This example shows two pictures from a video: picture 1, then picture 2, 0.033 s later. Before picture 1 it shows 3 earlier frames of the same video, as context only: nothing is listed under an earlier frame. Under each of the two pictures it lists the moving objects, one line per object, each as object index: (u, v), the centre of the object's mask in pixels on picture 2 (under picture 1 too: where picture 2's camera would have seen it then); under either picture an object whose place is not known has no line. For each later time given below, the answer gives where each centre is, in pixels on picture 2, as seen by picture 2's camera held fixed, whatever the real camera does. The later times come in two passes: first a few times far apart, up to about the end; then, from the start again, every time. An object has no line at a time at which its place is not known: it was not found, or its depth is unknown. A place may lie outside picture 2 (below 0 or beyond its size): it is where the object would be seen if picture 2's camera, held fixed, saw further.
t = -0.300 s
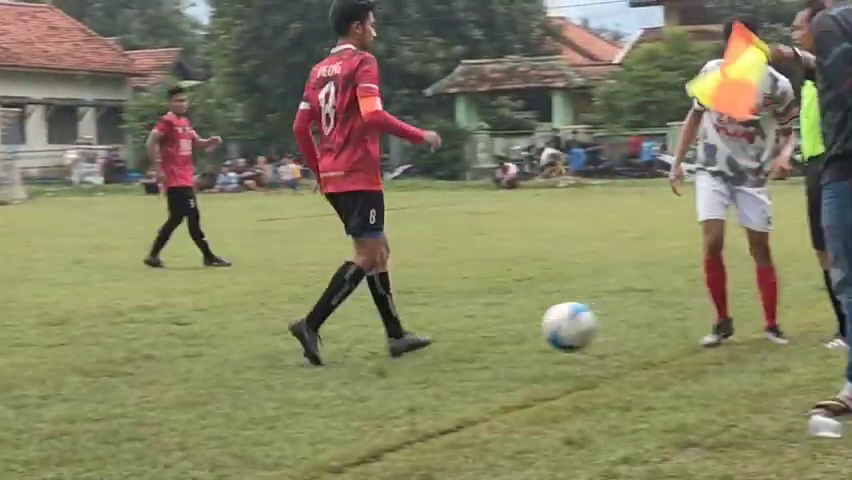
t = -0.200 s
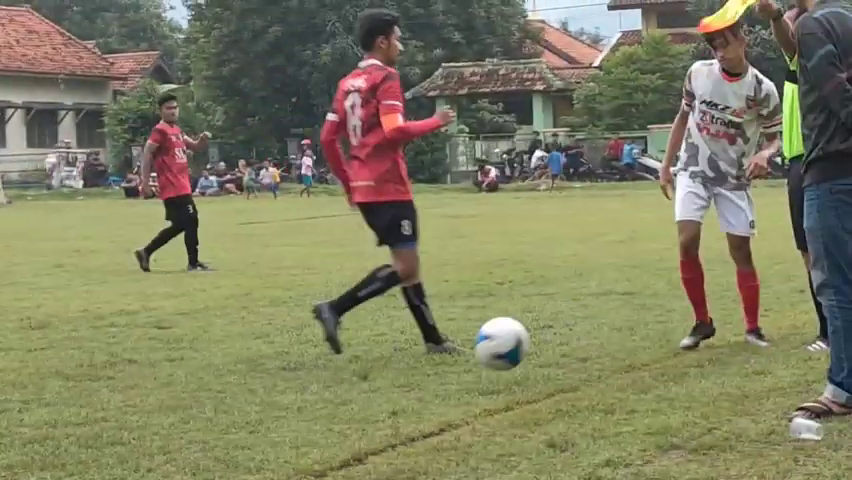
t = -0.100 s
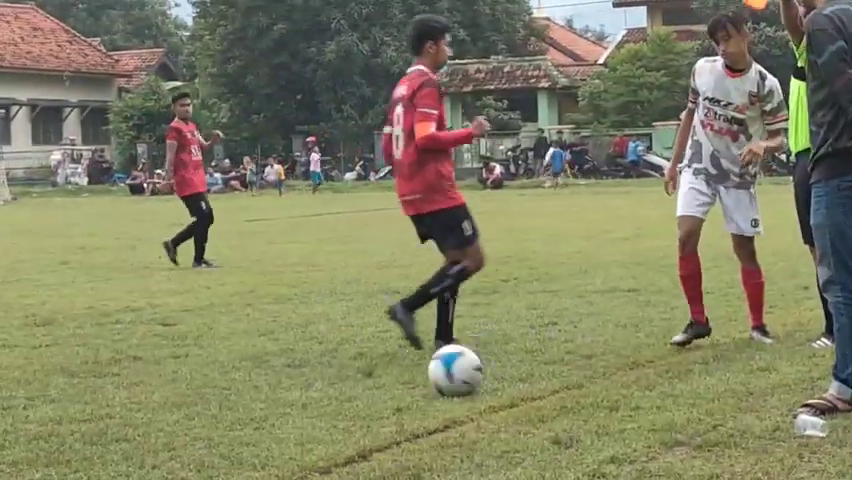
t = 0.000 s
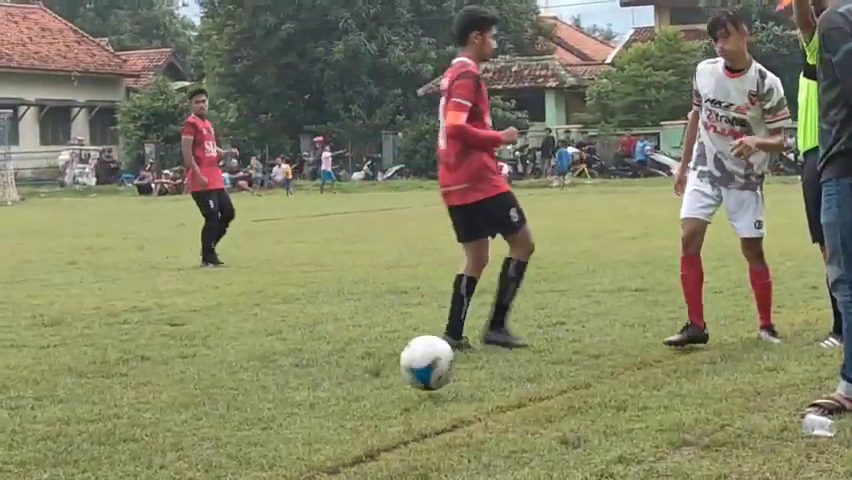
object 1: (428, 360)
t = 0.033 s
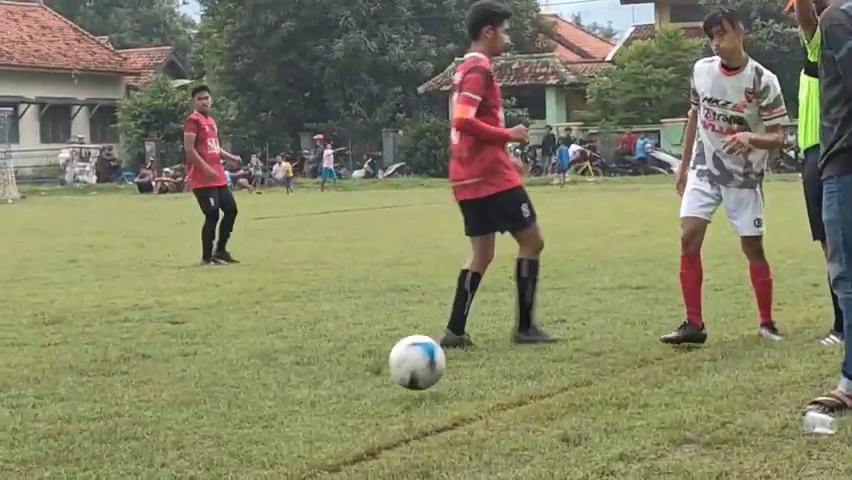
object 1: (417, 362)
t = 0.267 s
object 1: (325, 390)
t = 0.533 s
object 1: (215, 405)
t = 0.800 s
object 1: (106, 422)
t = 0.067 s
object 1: (405, 367)
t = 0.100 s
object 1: (391, 375)
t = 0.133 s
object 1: (379, 381)
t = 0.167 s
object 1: (365, 380)
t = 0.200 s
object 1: (352, 382)
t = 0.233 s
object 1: (338, 384)
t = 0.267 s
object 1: (325, 390)
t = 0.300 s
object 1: (310, 392)
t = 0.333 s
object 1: (296, 394)
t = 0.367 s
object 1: (282, 396)
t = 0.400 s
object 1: (268, 398)
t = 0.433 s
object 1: (255, 399)
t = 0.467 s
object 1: (242, 401)
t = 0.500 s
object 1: (228, 403)
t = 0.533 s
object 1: (215, 405)
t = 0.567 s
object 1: (201, 406)
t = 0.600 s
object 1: (188, 408)
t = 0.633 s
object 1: (173, 411)
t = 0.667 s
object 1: (160, 413)
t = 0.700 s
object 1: (147, 415)
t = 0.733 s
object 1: (133, 418)
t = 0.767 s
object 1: (120, 420)
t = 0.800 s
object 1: (106, 422)
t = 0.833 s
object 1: (94, 424)
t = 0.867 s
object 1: (80, 428)
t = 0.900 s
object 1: (66, 429)
